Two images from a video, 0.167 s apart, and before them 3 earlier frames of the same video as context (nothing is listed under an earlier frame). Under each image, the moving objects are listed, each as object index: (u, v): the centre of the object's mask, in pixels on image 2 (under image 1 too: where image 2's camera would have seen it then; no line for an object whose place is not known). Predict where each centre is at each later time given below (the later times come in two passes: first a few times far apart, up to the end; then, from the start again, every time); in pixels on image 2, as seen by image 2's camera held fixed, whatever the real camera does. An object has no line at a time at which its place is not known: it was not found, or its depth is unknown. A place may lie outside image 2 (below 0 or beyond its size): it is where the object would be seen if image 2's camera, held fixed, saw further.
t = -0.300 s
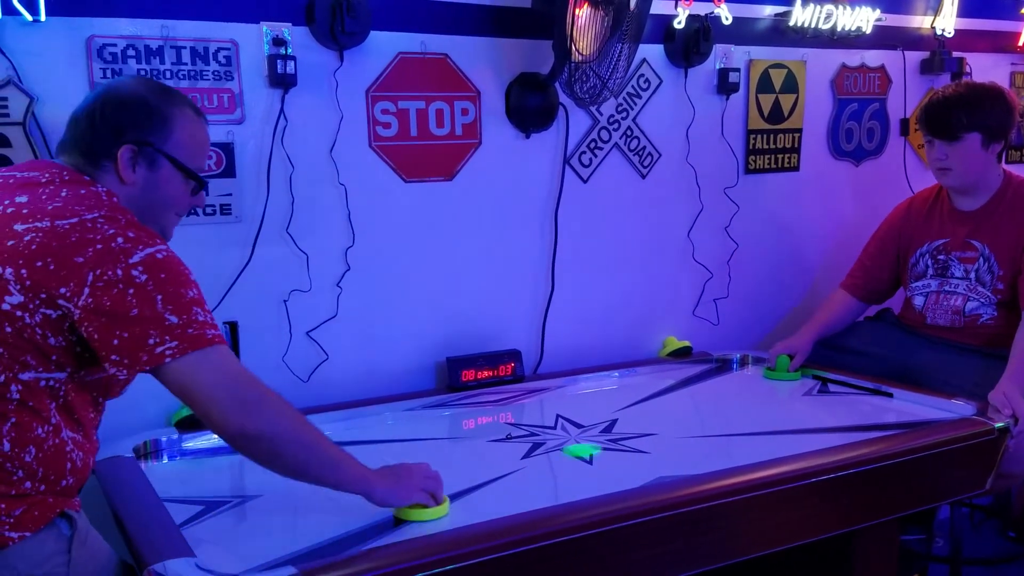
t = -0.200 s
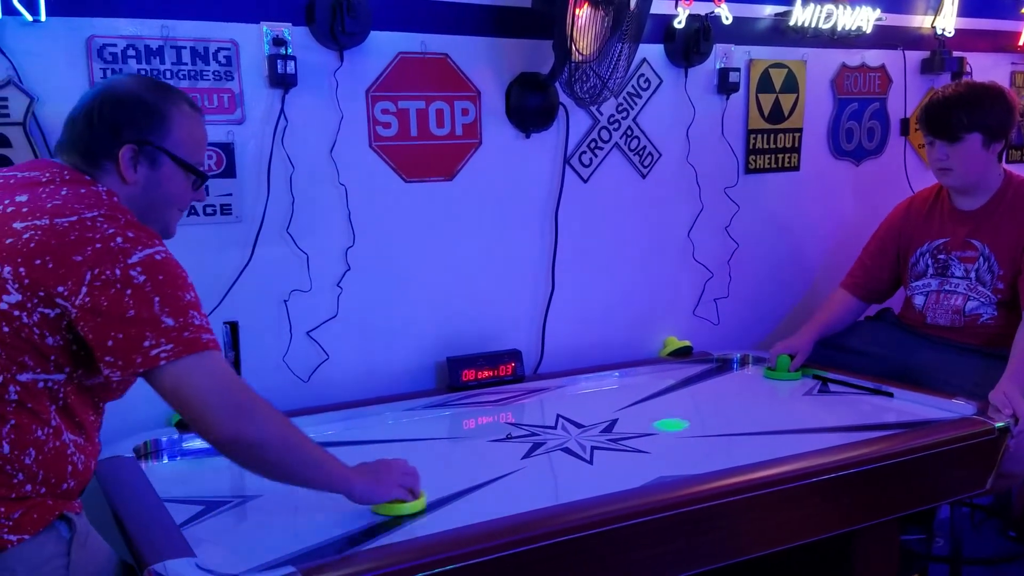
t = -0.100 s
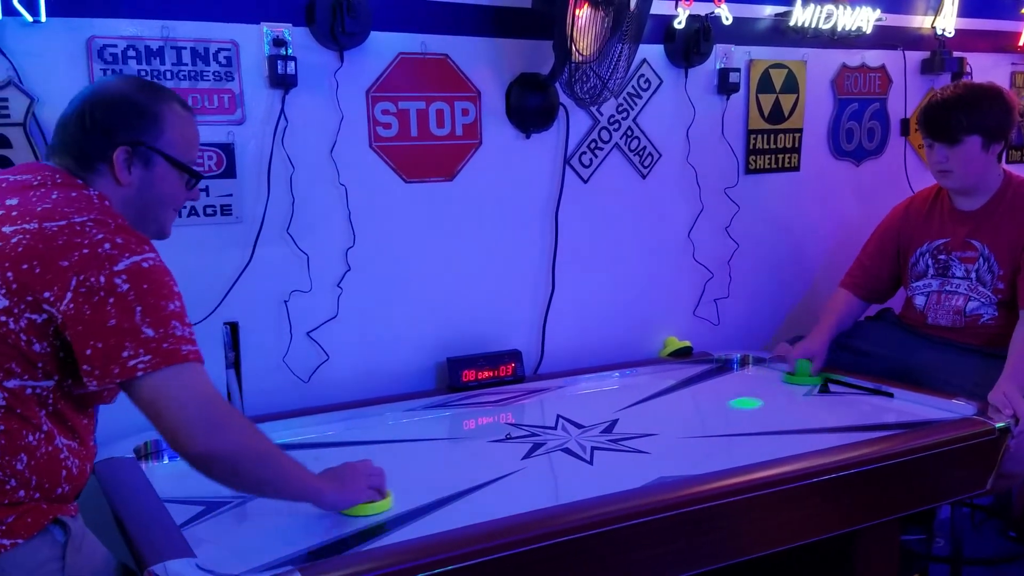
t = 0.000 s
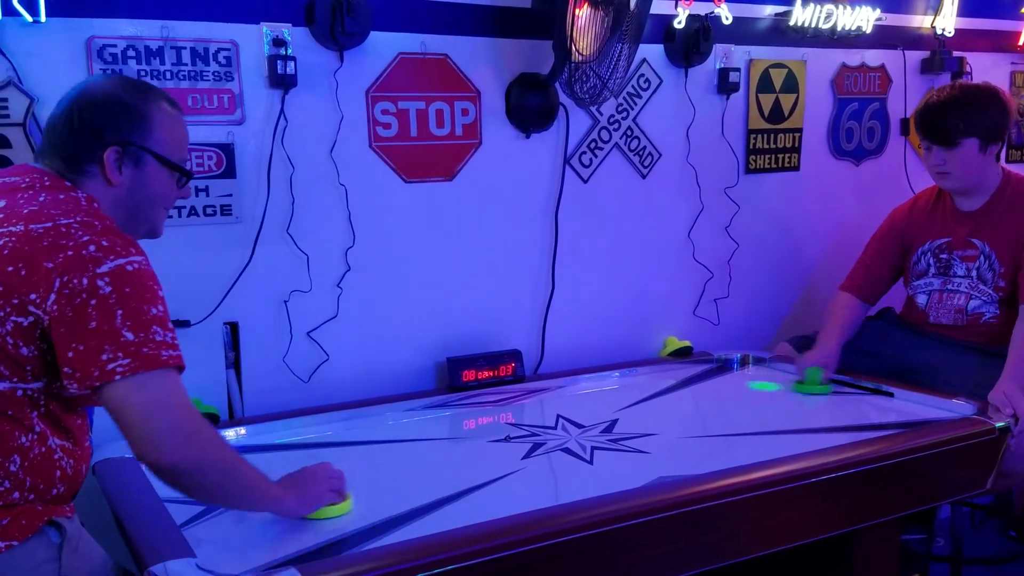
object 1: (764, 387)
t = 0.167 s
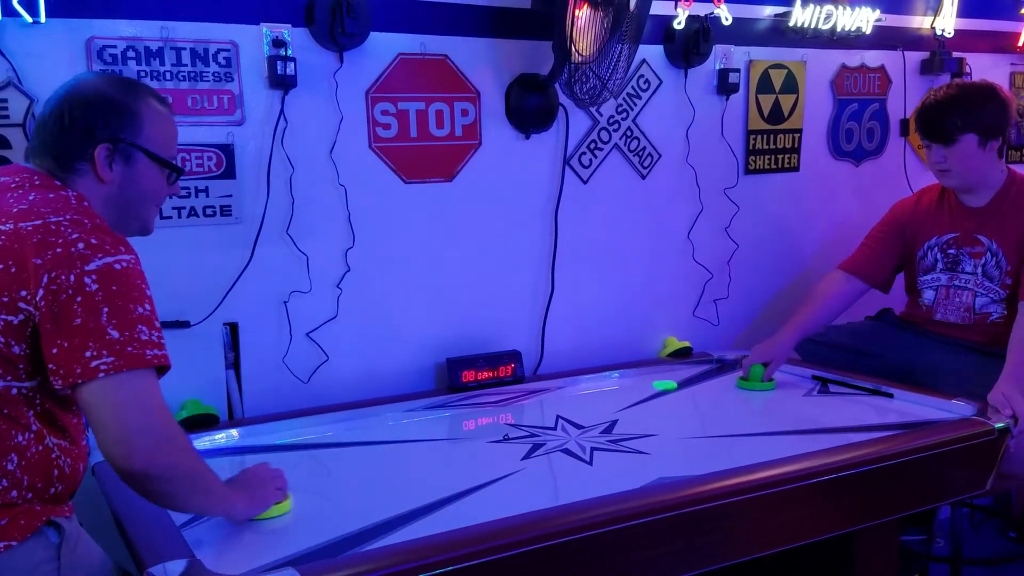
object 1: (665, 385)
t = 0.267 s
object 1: (675, 404)
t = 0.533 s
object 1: (712, 463)
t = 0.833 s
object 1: (590, 452)
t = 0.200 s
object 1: (668, 391)
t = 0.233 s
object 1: (671, 397)
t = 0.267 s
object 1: (675, 404)
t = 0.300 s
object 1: (679, 410)
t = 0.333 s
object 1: (683, 417)
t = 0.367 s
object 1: (687, 424)
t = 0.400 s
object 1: (691, 431)
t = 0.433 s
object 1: (696, 439)
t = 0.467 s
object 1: (701, 446)
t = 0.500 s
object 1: (706, 454)
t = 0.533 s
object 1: (712, 463)
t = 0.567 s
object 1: (713, 468)
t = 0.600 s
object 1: (704, 470)
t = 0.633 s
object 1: (690, 469)
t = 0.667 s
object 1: (673, 468)
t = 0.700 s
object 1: (656, 464)
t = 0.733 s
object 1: (639, 461)
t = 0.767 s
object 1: (622, 458)
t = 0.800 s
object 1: (606, 455)
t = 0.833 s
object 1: (590, 452)
